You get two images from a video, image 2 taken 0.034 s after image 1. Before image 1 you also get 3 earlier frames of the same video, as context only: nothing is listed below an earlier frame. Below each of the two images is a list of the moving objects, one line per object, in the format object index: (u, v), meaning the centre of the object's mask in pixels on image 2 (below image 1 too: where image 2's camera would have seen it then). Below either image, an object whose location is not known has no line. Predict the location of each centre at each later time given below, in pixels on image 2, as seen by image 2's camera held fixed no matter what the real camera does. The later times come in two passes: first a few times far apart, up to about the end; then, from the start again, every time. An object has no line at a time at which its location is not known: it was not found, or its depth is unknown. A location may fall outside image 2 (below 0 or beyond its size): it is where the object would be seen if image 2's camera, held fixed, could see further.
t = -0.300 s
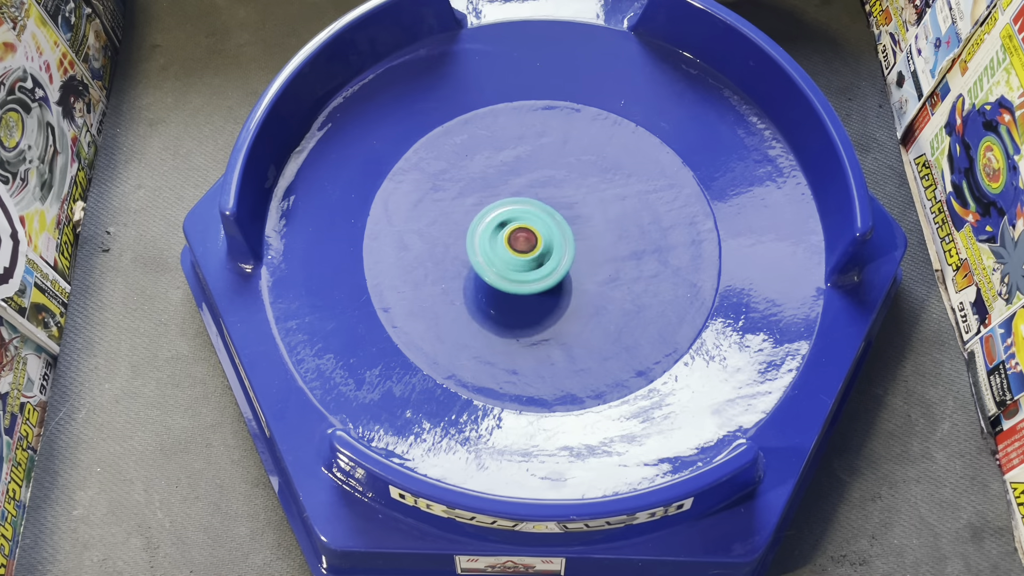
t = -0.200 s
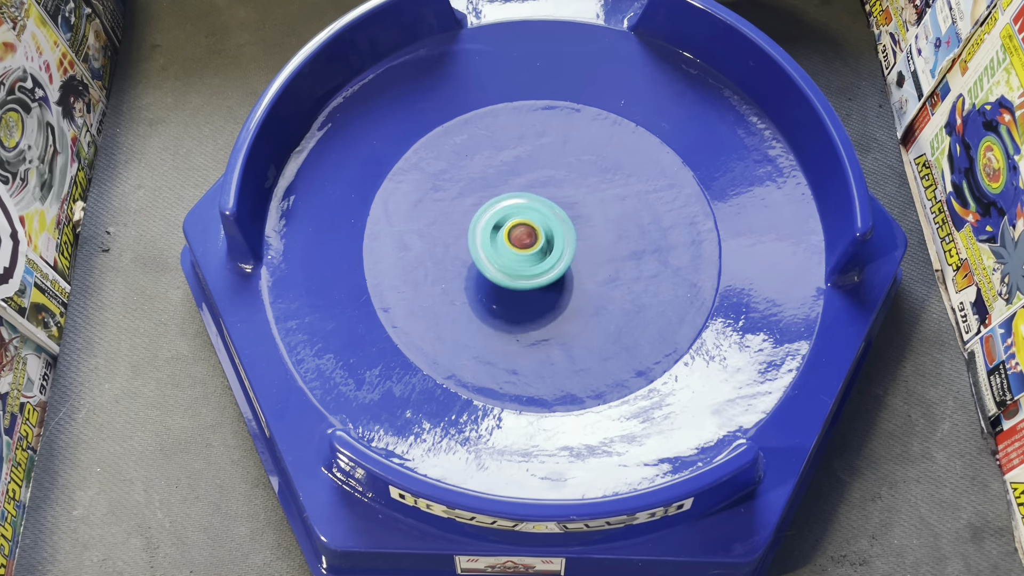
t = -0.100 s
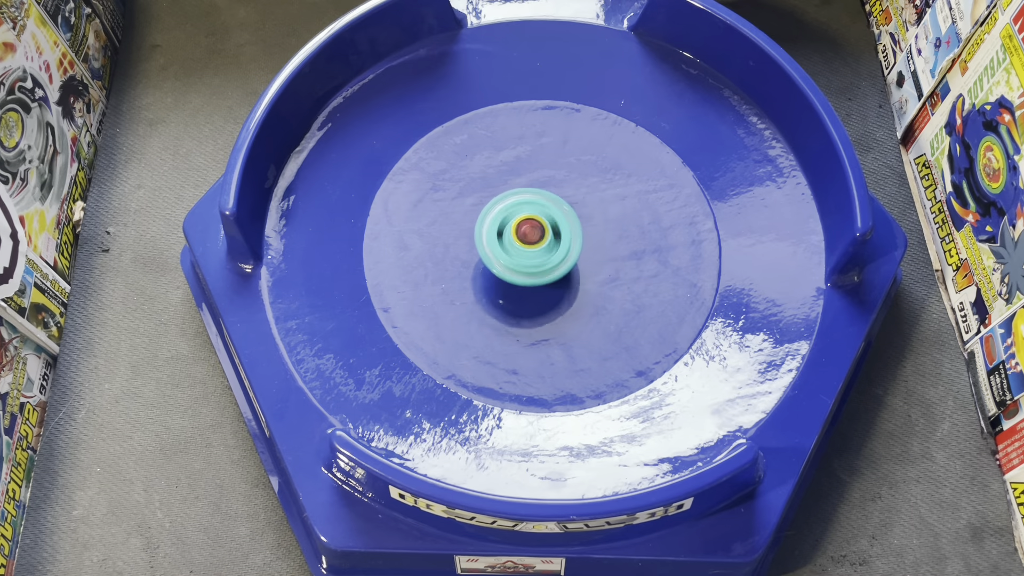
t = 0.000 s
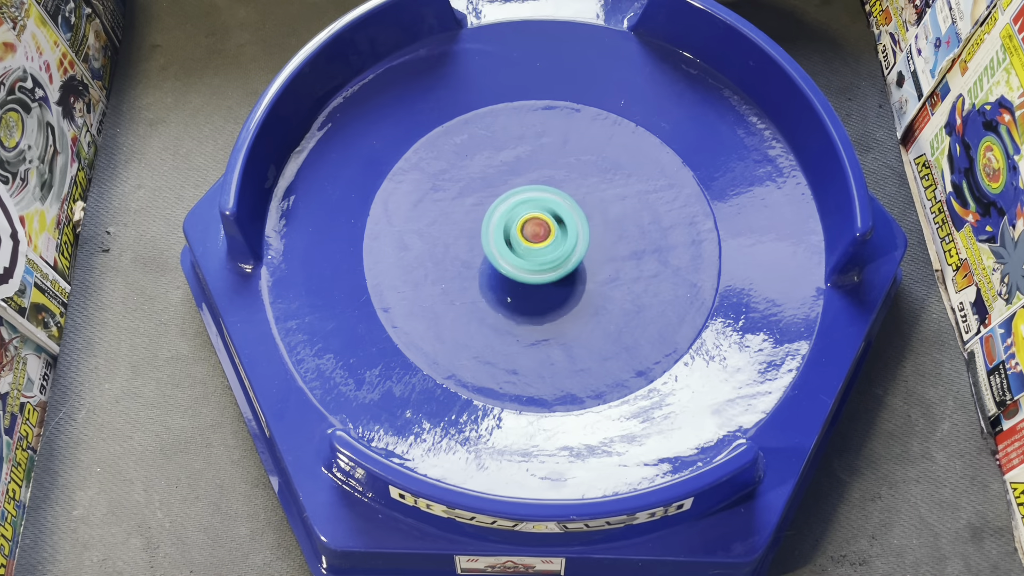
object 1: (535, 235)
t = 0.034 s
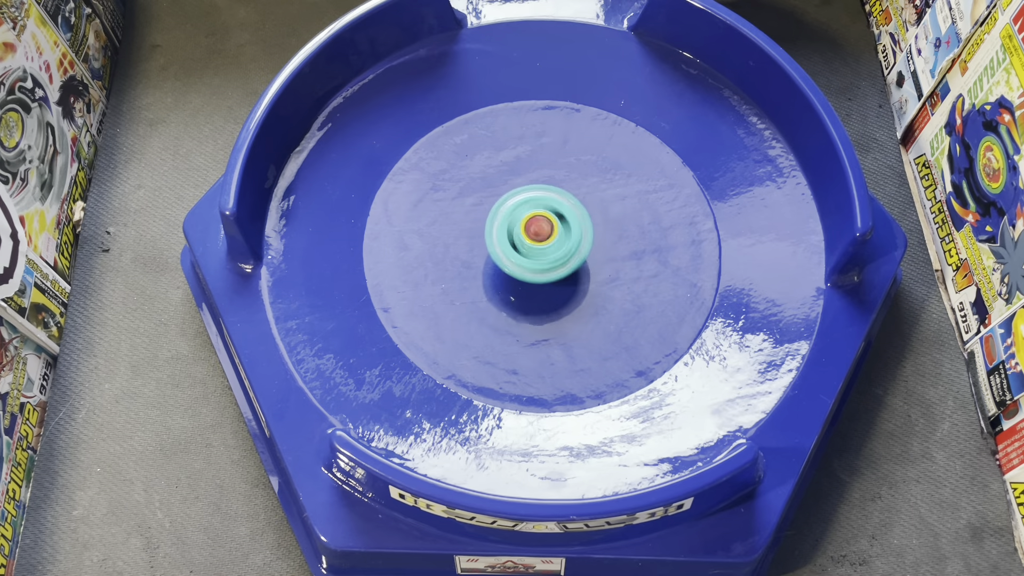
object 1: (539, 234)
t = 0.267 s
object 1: (553, 244)
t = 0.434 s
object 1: (557, 253)
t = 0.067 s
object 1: (540, 234)
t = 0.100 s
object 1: (544, 234)
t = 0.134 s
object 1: (545, 236)
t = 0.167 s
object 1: (548, 237)
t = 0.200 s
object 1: (550, 239)
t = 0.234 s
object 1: (551, 241)
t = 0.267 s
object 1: (553, 244)
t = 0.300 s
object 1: (555, 245)
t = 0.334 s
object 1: (556, 248)
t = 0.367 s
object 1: (557, 250)
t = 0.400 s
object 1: (557, 252)
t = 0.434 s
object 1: (557, 253)
